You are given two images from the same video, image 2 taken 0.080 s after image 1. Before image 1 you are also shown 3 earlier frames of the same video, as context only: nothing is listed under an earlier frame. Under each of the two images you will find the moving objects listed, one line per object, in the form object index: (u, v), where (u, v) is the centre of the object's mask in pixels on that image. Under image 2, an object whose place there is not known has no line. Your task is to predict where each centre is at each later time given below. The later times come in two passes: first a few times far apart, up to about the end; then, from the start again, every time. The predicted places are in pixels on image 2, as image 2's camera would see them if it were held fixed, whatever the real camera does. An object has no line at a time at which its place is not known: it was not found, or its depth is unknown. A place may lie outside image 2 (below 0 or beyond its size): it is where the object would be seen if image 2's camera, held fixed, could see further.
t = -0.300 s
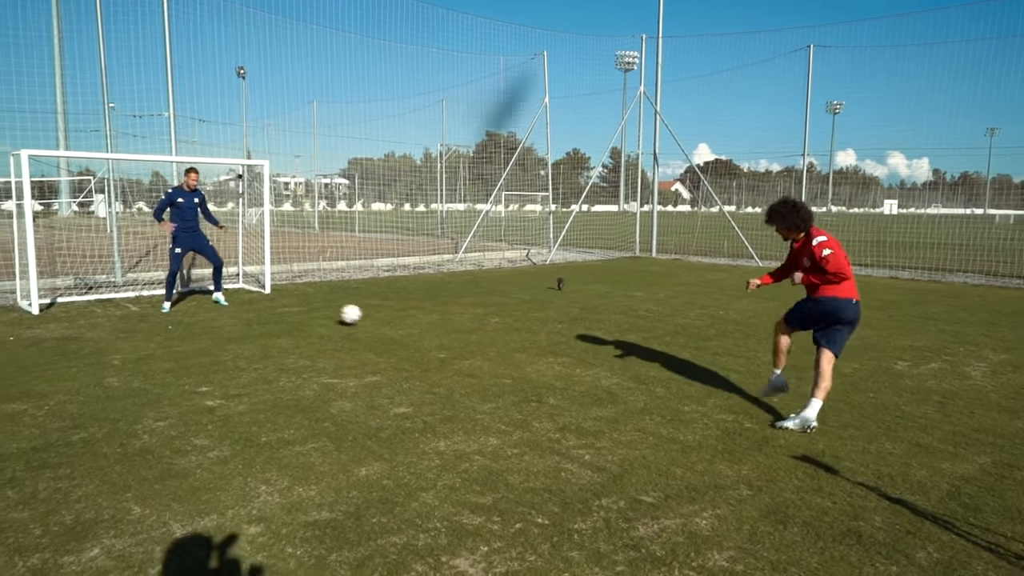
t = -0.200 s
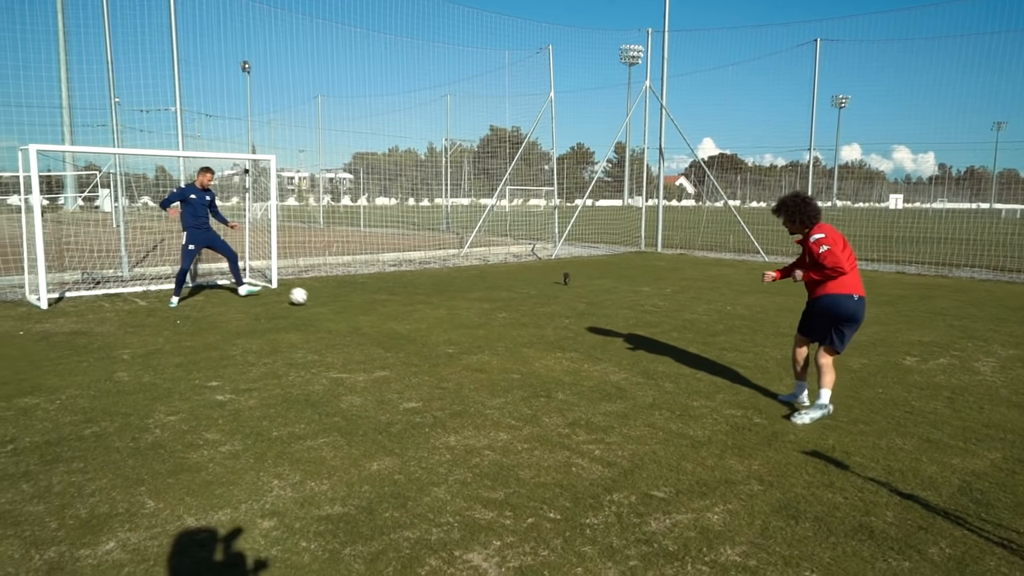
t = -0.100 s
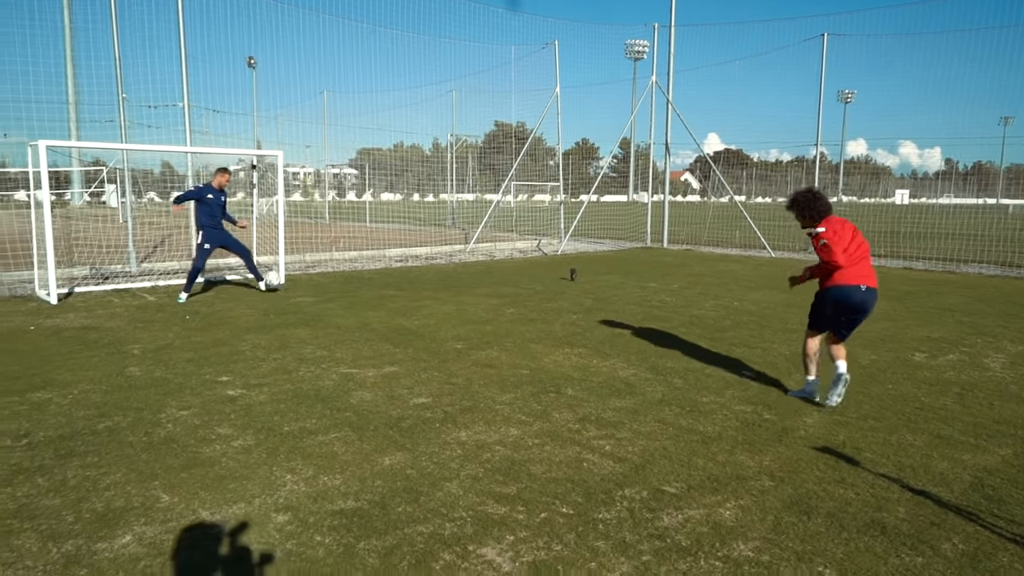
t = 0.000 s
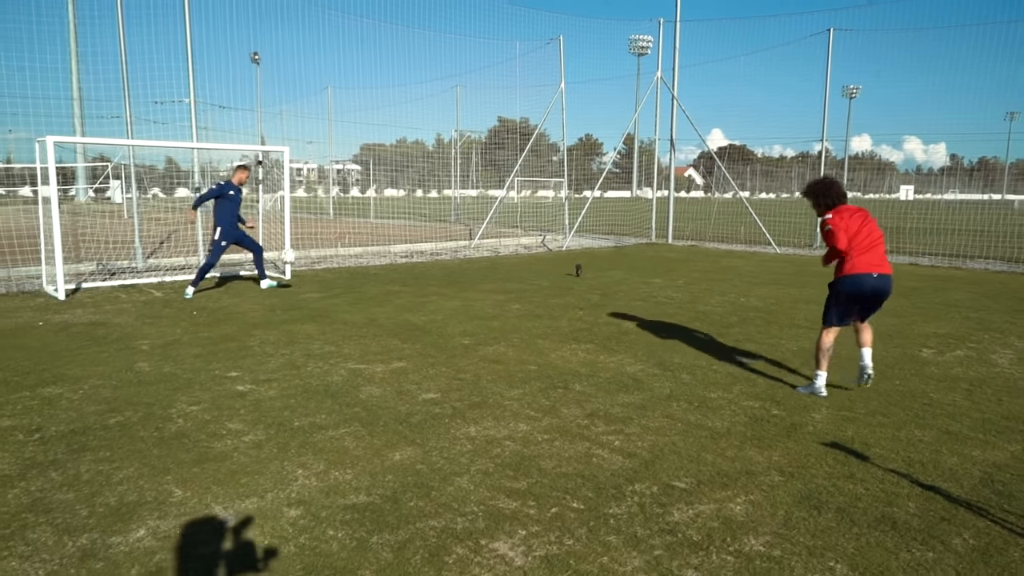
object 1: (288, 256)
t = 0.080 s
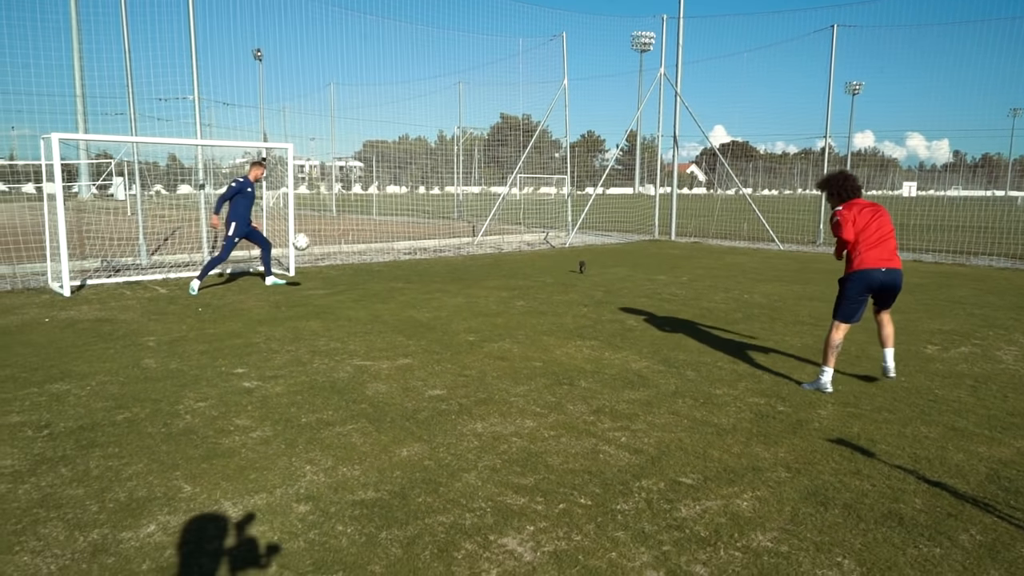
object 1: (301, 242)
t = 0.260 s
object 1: (325, 232)
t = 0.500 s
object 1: (366, 265)
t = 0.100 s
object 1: (303, 240)
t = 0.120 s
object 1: (305, 238)
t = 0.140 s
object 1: (308, 236)
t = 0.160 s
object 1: (311, 235)
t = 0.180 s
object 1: (313, 234)
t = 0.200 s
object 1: (317, 233)
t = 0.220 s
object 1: (319, 232)
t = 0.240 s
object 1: (322, 232)
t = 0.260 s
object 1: (325, 232)
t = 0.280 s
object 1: (328, 232)
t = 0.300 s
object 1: (332, 233)
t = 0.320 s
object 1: (335, 234)
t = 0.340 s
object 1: (338, 236)
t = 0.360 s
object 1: (342, 238)
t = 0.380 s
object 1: (345, 240)
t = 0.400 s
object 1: (348, 243)
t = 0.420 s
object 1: (351, 246)
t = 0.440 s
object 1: (356, 250)
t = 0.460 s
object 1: (359, 255)
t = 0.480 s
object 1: (363, 260)
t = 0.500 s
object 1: (366, 265)
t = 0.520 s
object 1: (370, 271)
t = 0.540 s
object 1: (375, 278)
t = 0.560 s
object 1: (379, 285)
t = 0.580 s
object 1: (383, 293)
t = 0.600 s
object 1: (387, 303)
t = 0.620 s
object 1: (392, 312)
